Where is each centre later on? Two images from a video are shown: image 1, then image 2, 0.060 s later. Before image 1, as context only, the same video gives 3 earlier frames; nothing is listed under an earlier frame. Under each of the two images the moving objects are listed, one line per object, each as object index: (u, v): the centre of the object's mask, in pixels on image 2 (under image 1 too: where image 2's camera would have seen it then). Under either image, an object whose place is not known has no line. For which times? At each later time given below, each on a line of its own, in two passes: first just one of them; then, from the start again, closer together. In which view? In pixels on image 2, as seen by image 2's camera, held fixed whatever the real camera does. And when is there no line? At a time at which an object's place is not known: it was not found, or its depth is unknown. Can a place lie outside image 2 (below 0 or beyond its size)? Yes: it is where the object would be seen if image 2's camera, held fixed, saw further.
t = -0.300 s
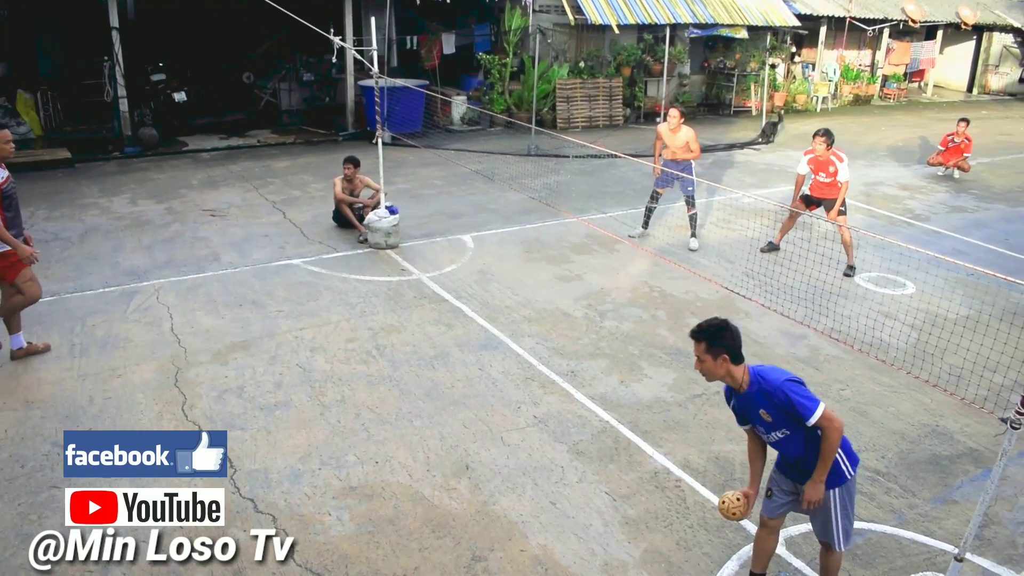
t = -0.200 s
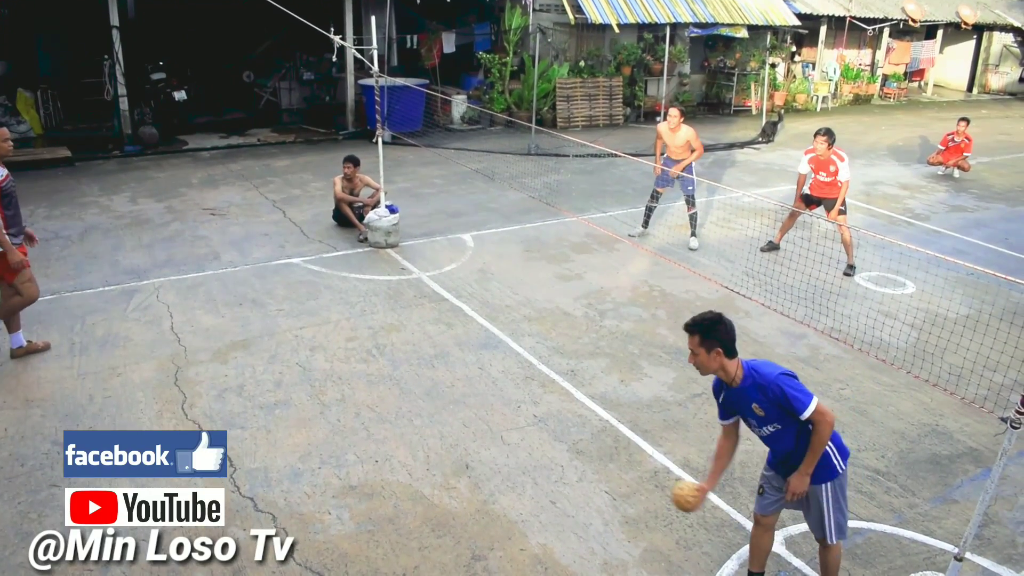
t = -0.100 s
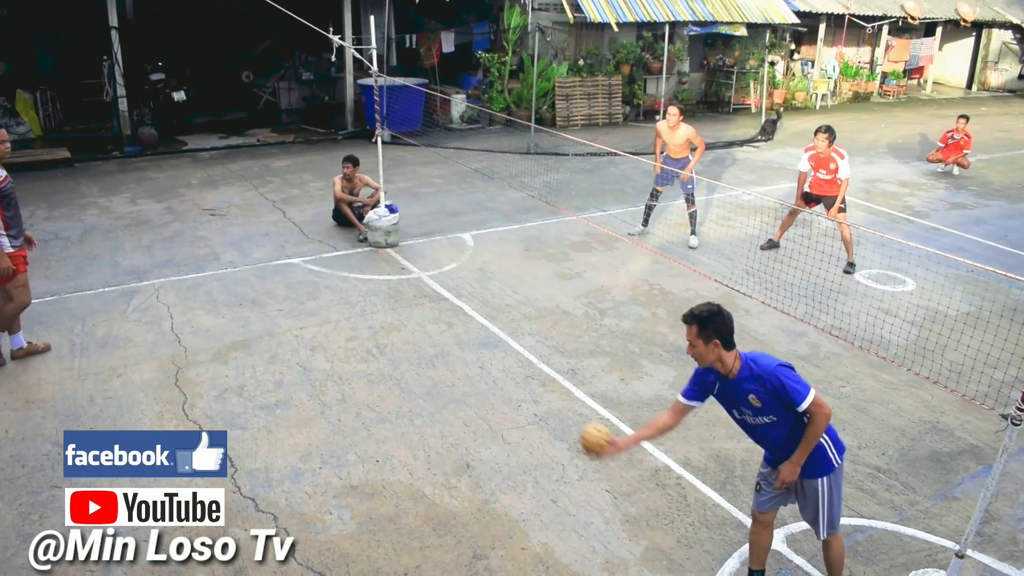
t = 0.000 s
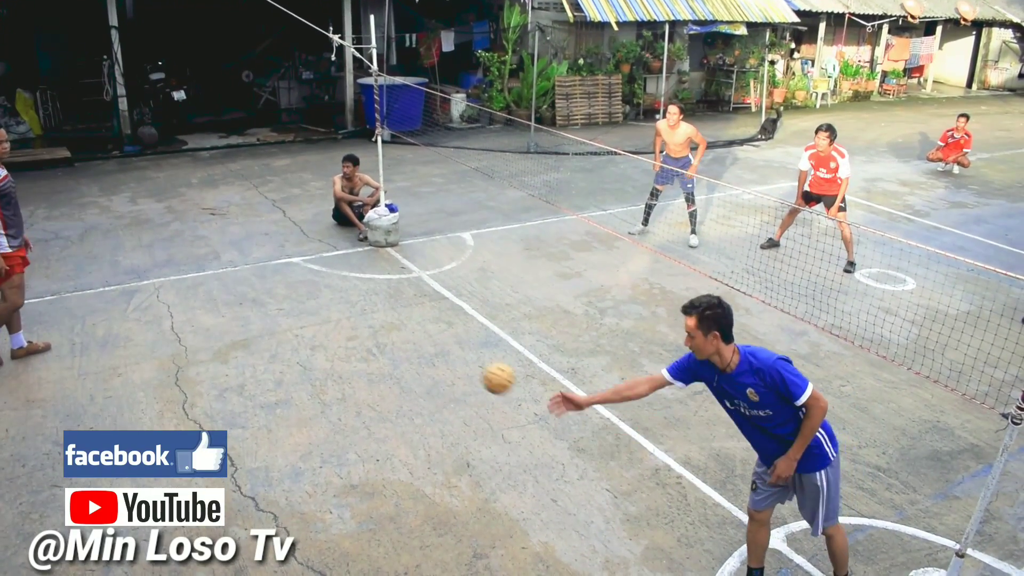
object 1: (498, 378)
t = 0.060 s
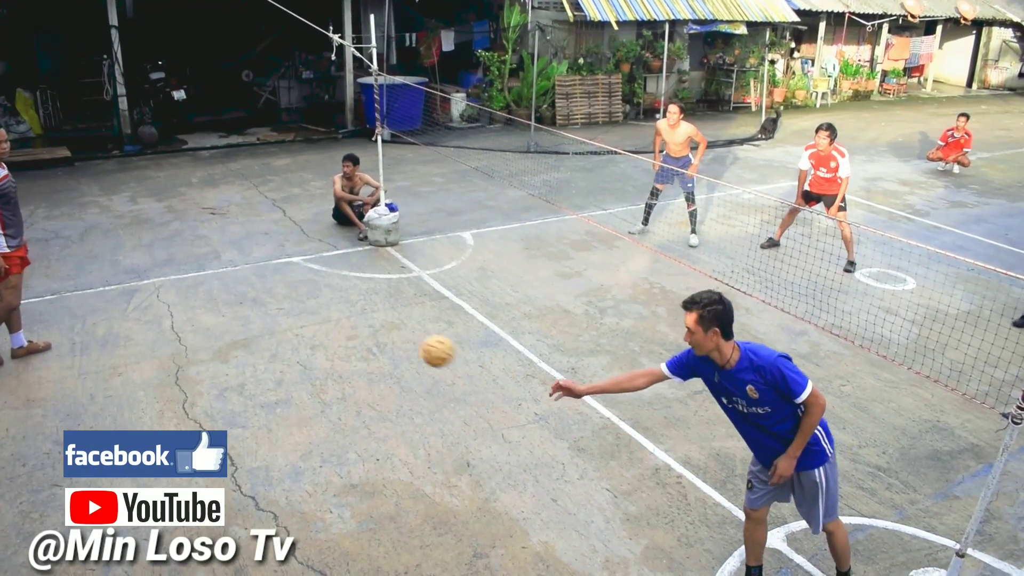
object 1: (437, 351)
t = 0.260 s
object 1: (233, 317)
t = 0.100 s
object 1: (395, 338)
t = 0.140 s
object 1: (356, 327)
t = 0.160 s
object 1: (334, 323)
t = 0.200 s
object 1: (293, 318)
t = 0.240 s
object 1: (253, 316)
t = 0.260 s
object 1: (233, 317)
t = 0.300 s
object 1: (193, 321)
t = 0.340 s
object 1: (155, 327)
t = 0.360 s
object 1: (136, 333)
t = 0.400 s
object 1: (99, 345)
